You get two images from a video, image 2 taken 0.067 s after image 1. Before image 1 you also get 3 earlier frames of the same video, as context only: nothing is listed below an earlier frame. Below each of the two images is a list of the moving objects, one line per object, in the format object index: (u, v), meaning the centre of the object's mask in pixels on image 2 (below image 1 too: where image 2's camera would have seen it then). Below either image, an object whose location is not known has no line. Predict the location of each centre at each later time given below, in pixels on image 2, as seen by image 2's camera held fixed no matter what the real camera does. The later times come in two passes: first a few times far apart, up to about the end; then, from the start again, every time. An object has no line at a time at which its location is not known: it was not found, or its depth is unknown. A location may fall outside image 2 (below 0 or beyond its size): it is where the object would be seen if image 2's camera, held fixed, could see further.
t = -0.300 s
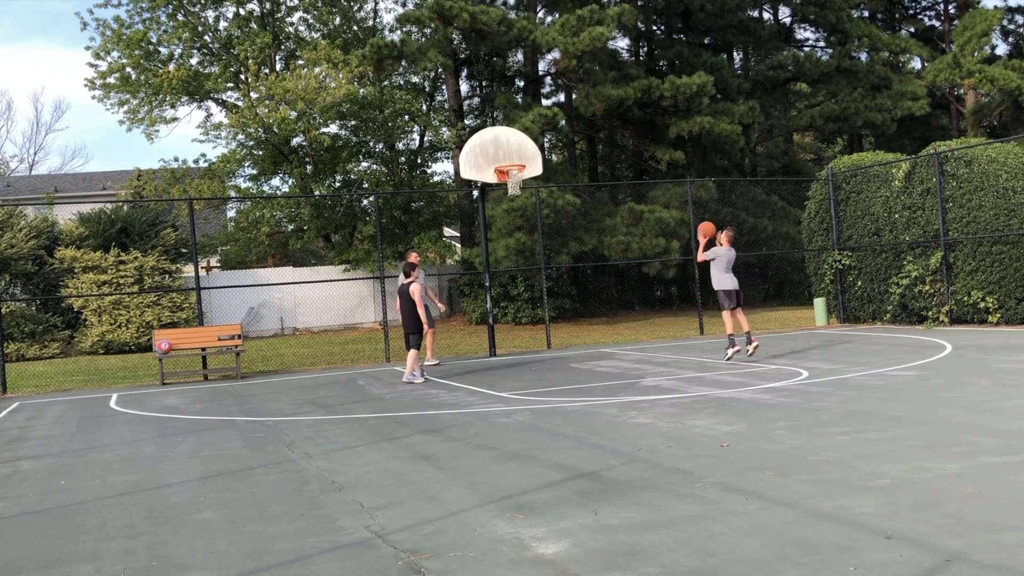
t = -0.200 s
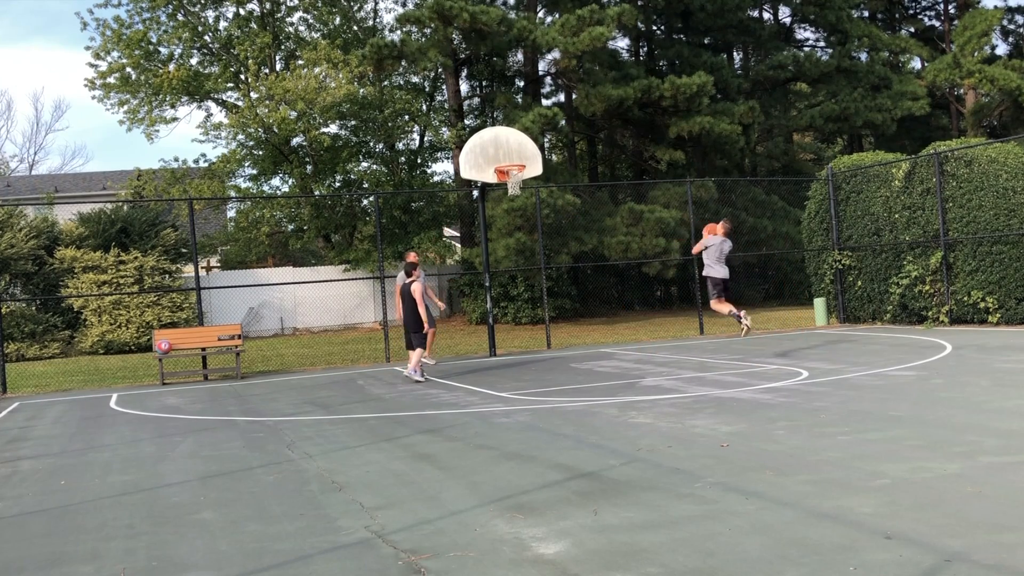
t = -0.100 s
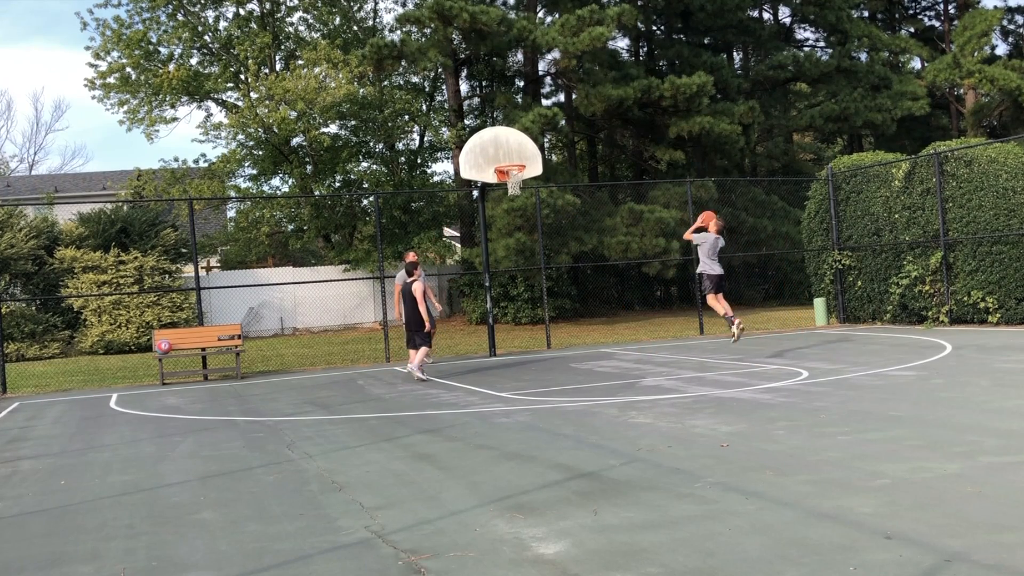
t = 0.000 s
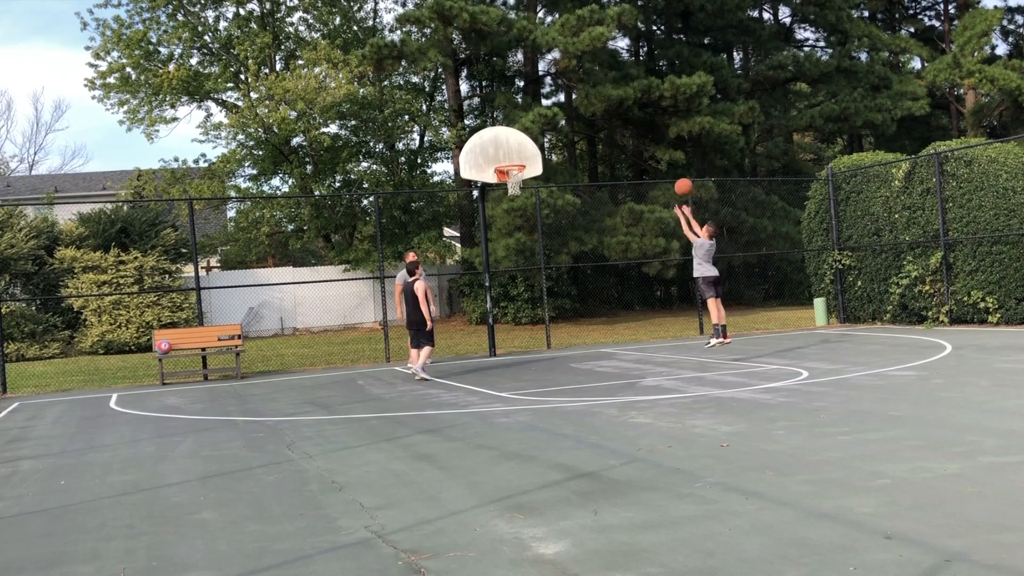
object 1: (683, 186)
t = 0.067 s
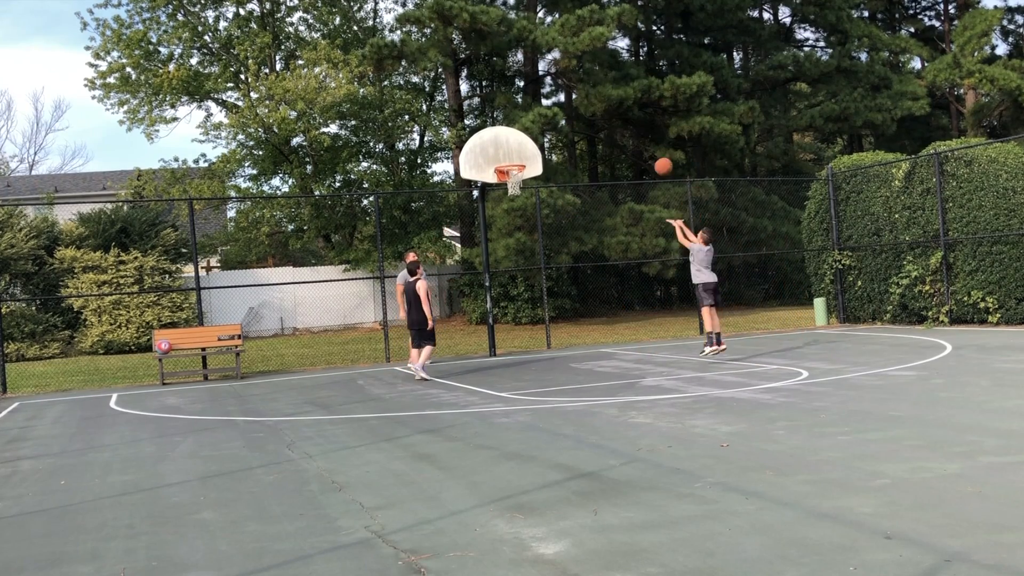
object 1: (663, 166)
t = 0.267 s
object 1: (608, 126)
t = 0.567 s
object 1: (536, 118)
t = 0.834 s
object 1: (486, 156)
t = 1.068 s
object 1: (484, 200)
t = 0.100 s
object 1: (653, 158)
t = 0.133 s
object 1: (644, 150)
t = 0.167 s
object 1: (634, 143)
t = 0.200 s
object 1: (625, 136)
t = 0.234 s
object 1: (616, 131)
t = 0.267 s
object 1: (608, 126)
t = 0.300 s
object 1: (599, 122)
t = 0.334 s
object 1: (591, 119)
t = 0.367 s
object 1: (582, 117)
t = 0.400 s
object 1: (574, 115)
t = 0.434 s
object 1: (567, 114)
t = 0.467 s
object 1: (559, 114)
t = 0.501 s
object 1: (551, 114)
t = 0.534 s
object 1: (543, 116)
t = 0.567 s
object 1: (536, 118)
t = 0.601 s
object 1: (528, 121)
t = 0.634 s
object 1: (521, 124)
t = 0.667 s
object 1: (514, 129)
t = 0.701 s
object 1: (508, 133)
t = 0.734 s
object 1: (502, 139)
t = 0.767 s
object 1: (495, 145)
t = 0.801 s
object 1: (489, 151)
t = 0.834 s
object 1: (486, 156)
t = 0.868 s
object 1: (486, 160)
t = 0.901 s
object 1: (486, 165)
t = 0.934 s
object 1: (485, 170)
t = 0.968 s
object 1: (485, 177)
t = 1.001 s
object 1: (485, 184)
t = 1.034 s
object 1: (485, 191)
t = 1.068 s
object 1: (484, 200)
